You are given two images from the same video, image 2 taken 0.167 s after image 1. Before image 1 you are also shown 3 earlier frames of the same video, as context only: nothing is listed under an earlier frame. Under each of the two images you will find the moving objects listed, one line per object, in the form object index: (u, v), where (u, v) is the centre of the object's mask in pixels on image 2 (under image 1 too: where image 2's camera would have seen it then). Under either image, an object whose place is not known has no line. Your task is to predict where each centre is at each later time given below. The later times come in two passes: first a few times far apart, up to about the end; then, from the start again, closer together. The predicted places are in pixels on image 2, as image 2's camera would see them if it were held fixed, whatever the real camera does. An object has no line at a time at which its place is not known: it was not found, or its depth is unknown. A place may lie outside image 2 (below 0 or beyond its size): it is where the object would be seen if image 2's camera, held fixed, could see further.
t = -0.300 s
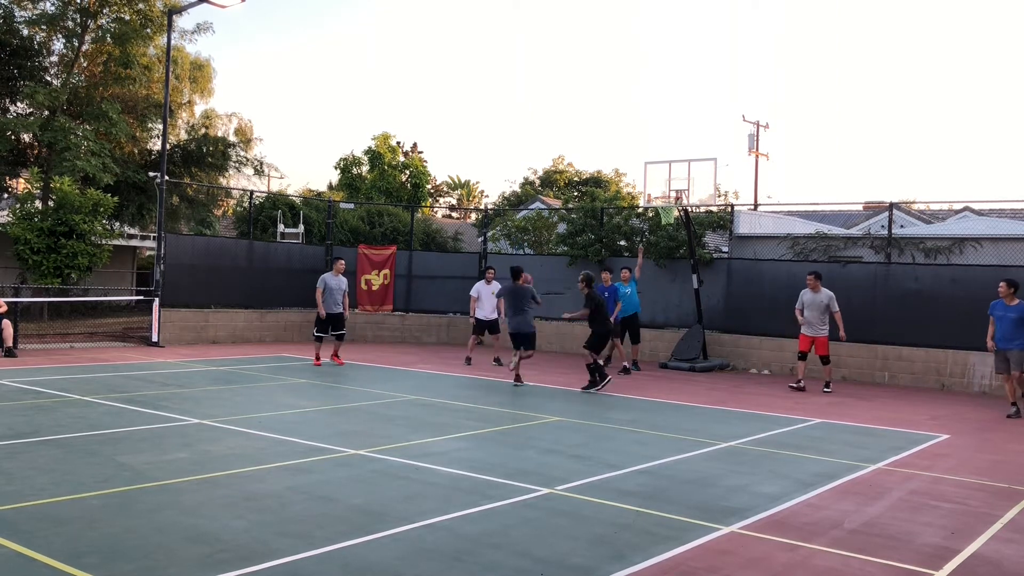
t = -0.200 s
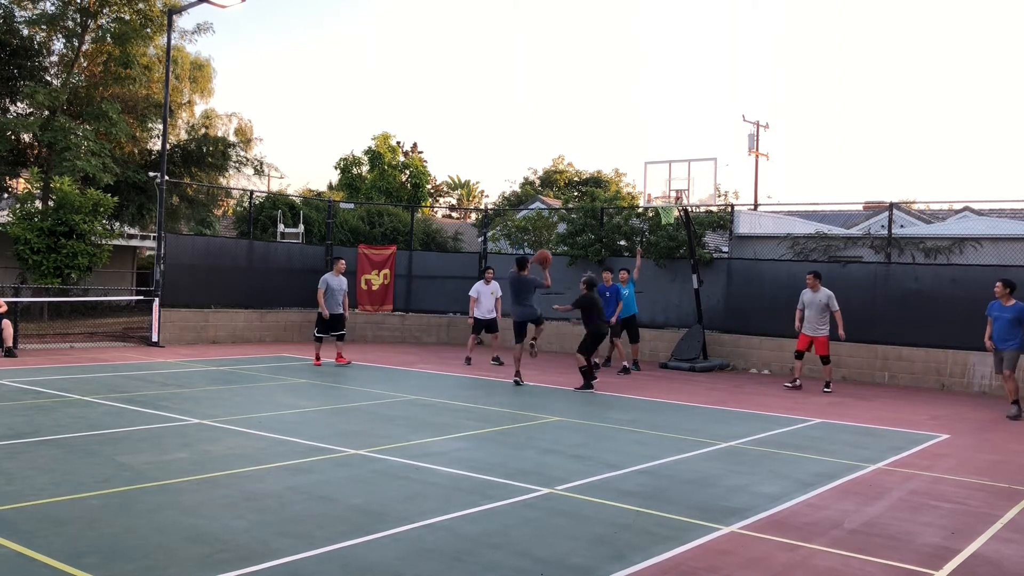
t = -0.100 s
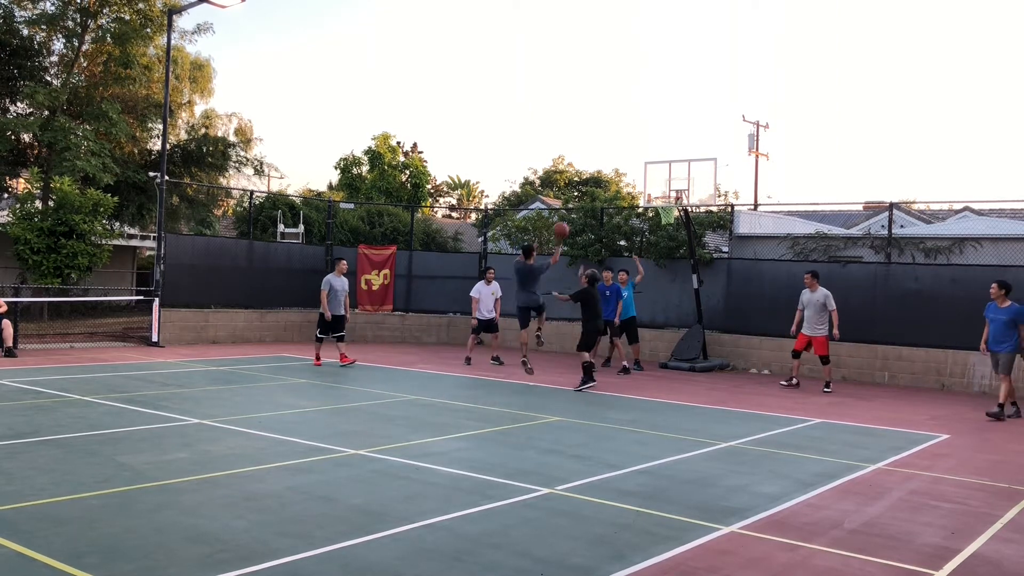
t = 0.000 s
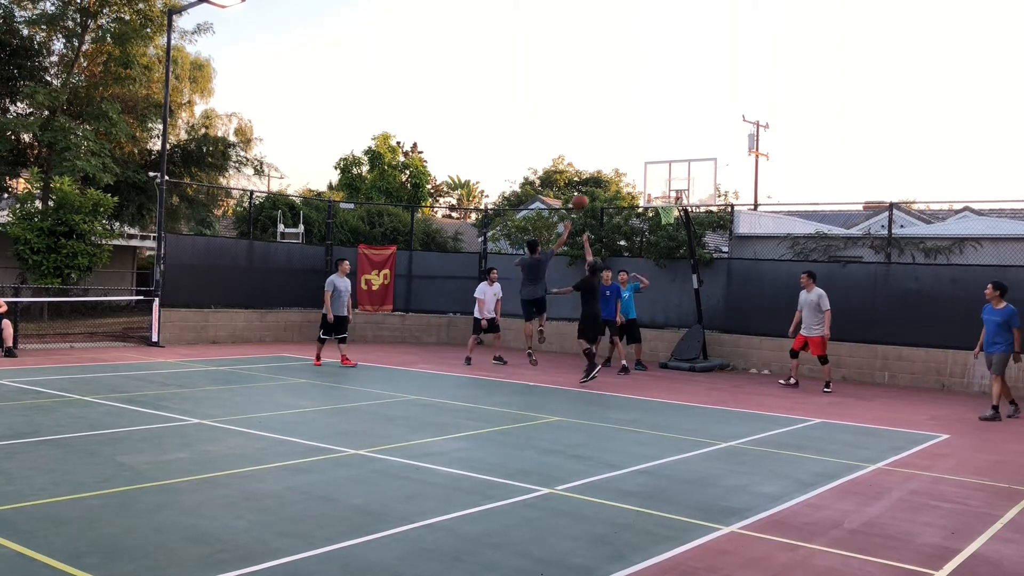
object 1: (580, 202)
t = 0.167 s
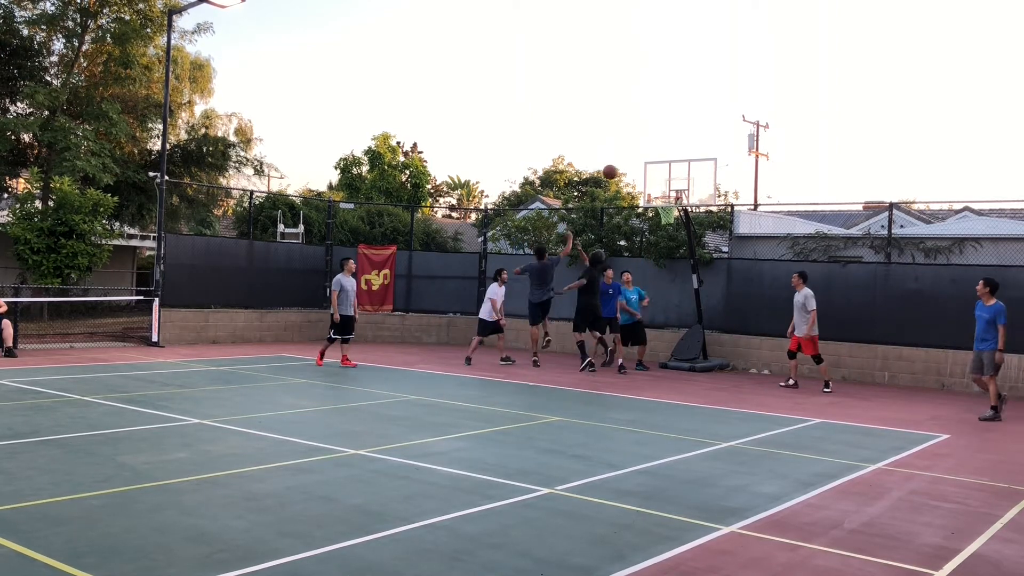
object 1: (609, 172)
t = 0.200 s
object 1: (615, 168)
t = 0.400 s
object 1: (646, 162)
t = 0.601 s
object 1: (672, 177)
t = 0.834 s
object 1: (666, 205)
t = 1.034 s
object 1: (659, 232)
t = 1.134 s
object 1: (655, 252)
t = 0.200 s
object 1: (615, 168)
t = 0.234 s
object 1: (621, 166)
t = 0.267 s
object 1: (626, 163)
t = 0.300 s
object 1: (631, 162)
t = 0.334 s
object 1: (636, 161)
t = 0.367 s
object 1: (641, 161)
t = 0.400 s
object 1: (646, 162)
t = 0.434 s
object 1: (650, 163)
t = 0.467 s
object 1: (655, 164)
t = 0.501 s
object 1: (659, 167)
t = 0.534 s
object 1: (664, 170)
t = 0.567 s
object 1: (668, 173)
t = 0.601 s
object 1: (672, 177)
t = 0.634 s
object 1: (676, 182)
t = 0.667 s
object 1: (680, 187)
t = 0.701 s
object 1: (677, 191)
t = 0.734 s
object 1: (674, 194)
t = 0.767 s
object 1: (672, 198)
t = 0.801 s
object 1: (668, 202)
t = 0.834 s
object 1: (666, 205)
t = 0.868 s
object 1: (664, 208)
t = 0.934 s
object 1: (662, 222)
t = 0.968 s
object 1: (661, 223)
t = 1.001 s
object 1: (660, 227)
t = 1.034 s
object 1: (659, 232)
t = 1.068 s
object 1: (657, 238)
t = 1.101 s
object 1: (656, 245)
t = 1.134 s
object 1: (655, 252)
